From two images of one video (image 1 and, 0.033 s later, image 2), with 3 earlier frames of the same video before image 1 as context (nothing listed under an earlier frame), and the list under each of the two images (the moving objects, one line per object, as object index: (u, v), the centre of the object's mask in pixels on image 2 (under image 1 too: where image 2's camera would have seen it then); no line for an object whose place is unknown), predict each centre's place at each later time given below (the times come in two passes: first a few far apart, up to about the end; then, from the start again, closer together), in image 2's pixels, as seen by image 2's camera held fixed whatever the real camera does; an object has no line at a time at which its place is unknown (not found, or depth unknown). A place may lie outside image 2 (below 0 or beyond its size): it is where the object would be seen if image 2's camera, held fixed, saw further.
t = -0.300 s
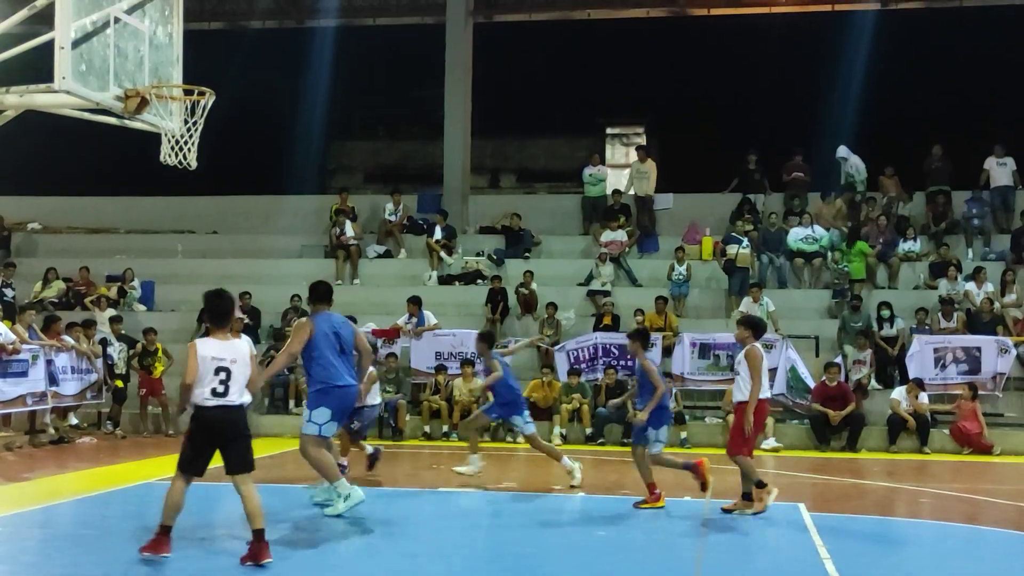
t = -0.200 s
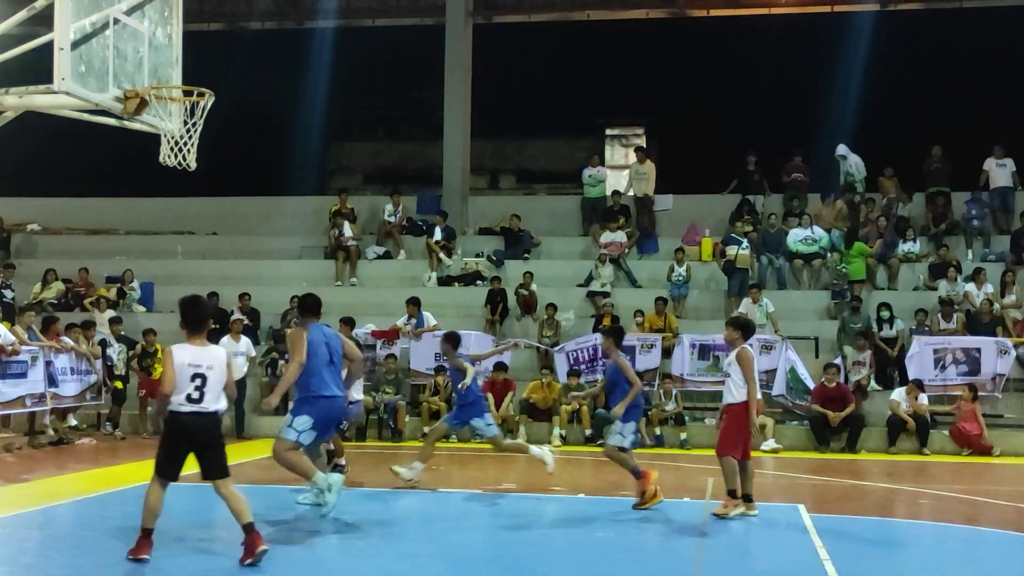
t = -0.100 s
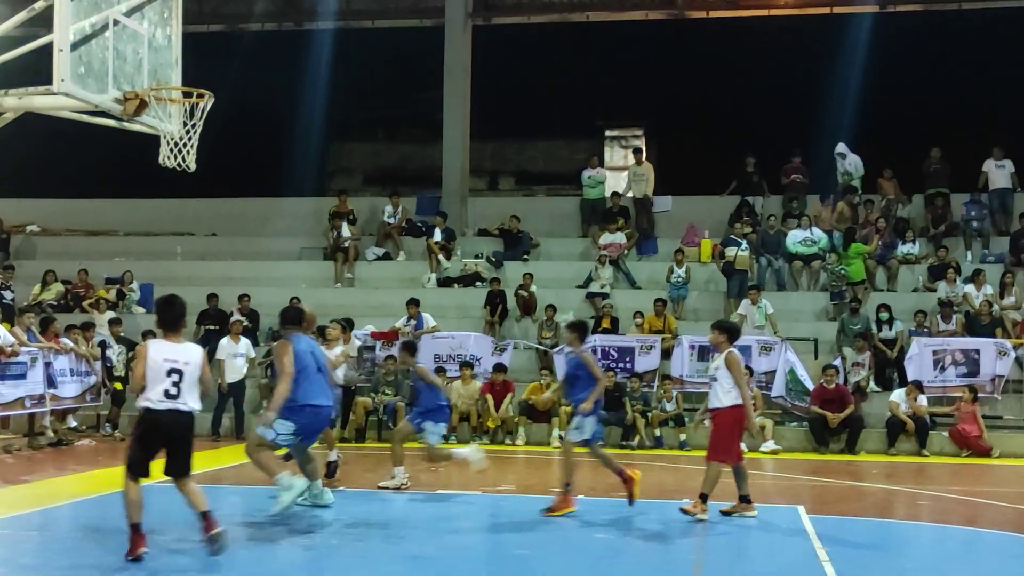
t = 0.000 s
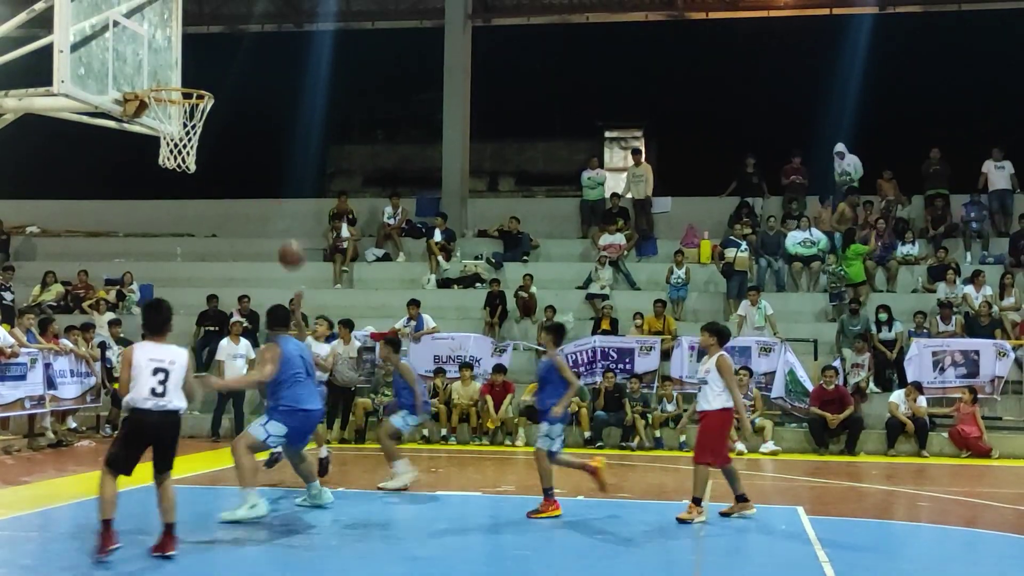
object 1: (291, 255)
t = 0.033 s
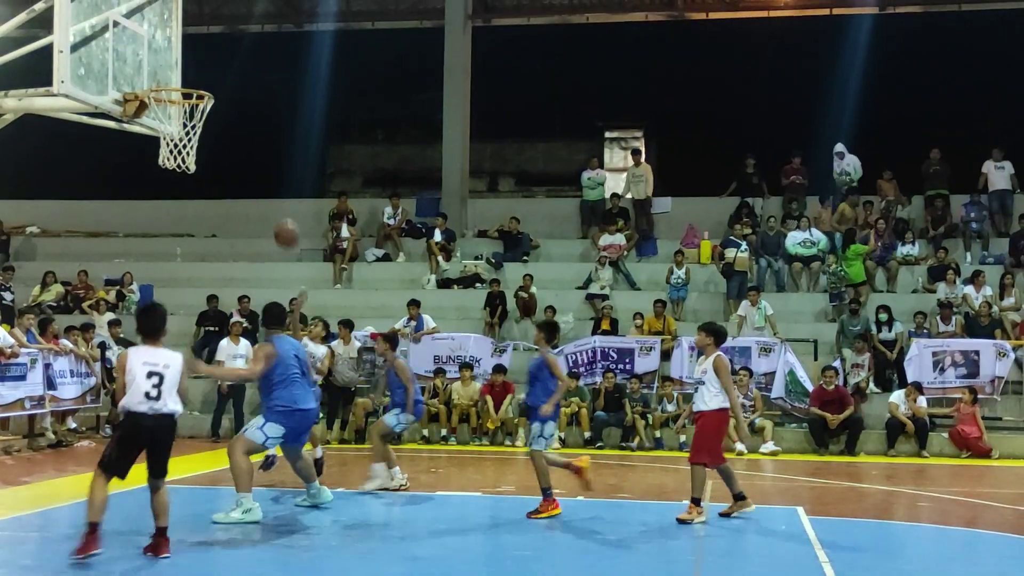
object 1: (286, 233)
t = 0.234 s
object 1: (259, 126)
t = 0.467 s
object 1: (221, 49)
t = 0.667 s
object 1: (185, 30)
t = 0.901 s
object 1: (132, 75)
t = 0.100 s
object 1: (277, 193)
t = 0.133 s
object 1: (274, 176)
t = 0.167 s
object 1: (269, 158)
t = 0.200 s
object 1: (264, 141)
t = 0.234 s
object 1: (259, 126)
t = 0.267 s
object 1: (254, 112)
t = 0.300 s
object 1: (249, 98)
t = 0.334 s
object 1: (243, 86)
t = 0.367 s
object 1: (238, 75)
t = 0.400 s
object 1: (233, 65)
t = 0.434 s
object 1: (227, 56)
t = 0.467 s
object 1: (221, 49)
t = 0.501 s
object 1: (215, 42)
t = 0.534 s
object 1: (209, 37)
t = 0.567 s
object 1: (203, 33)
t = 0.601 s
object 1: (197, 31)
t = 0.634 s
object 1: (191, 29)
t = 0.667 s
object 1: (185, 30)
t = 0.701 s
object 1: (177, 31)
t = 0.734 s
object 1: (170, 34)
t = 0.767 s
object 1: (162, 39)
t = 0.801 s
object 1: (155, 46)
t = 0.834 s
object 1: (147, 54)
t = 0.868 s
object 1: (140, 63)
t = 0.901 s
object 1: (132, 75)
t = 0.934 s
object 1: (123, 89)
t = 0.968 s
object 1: (116, 105)
